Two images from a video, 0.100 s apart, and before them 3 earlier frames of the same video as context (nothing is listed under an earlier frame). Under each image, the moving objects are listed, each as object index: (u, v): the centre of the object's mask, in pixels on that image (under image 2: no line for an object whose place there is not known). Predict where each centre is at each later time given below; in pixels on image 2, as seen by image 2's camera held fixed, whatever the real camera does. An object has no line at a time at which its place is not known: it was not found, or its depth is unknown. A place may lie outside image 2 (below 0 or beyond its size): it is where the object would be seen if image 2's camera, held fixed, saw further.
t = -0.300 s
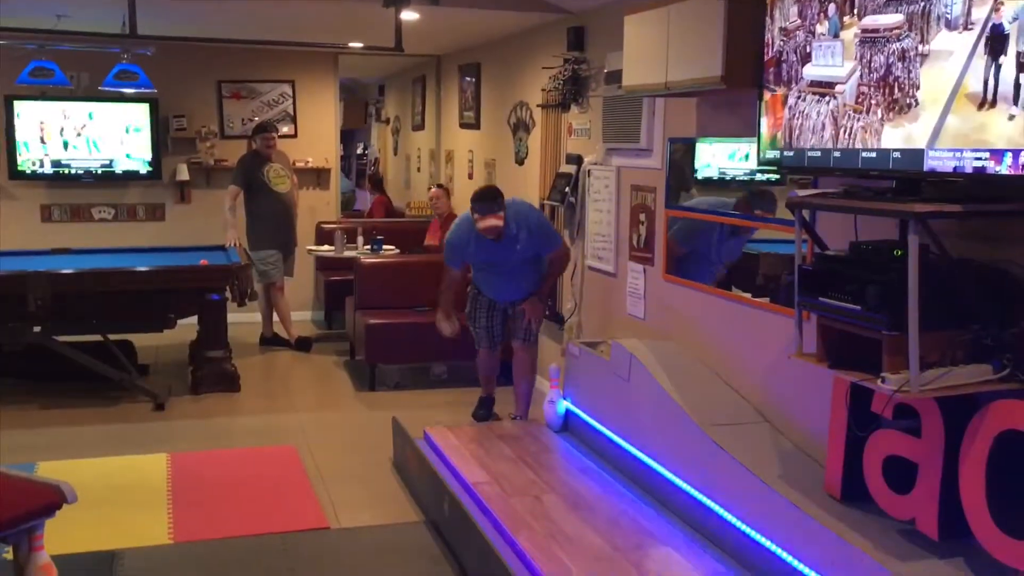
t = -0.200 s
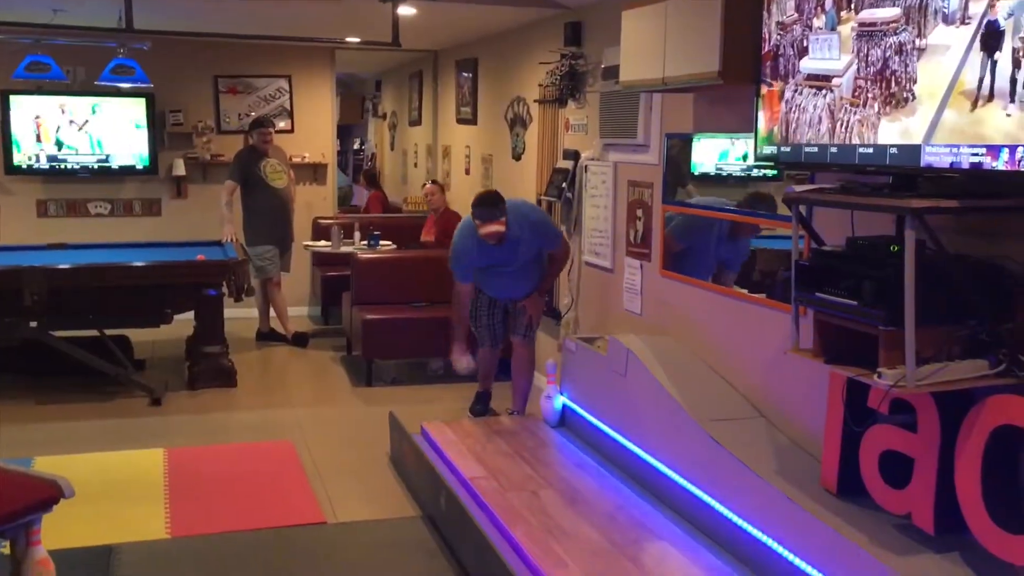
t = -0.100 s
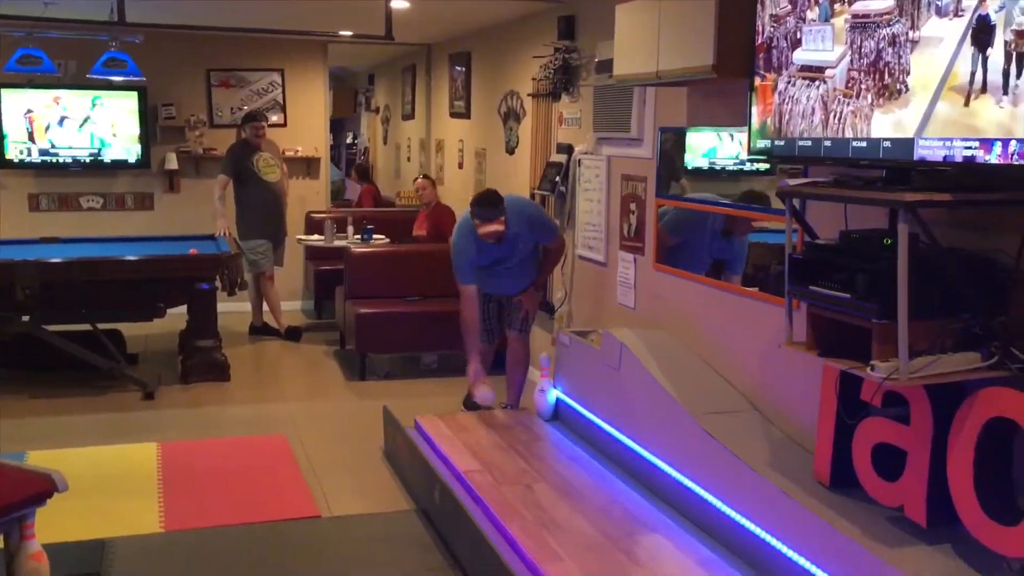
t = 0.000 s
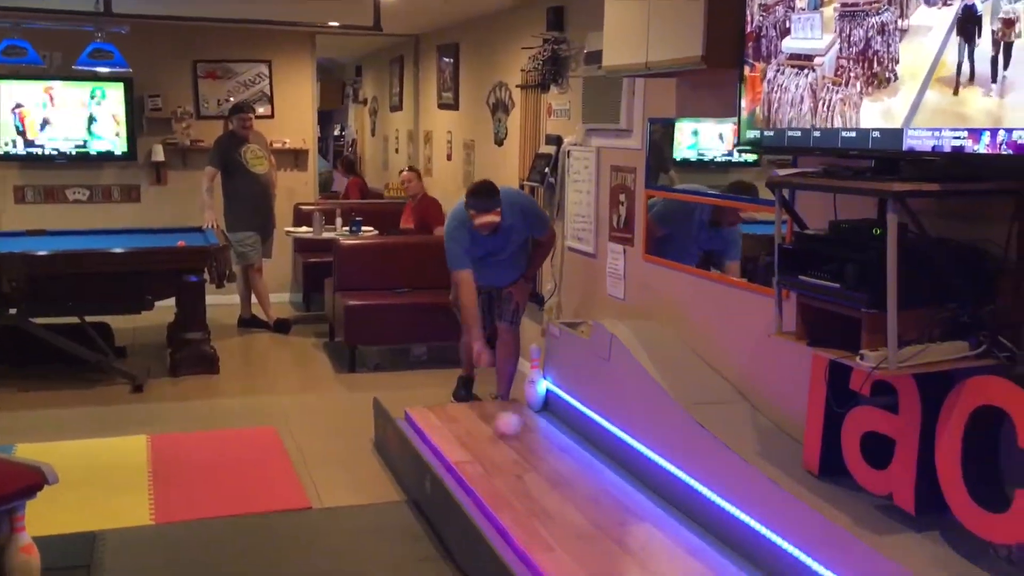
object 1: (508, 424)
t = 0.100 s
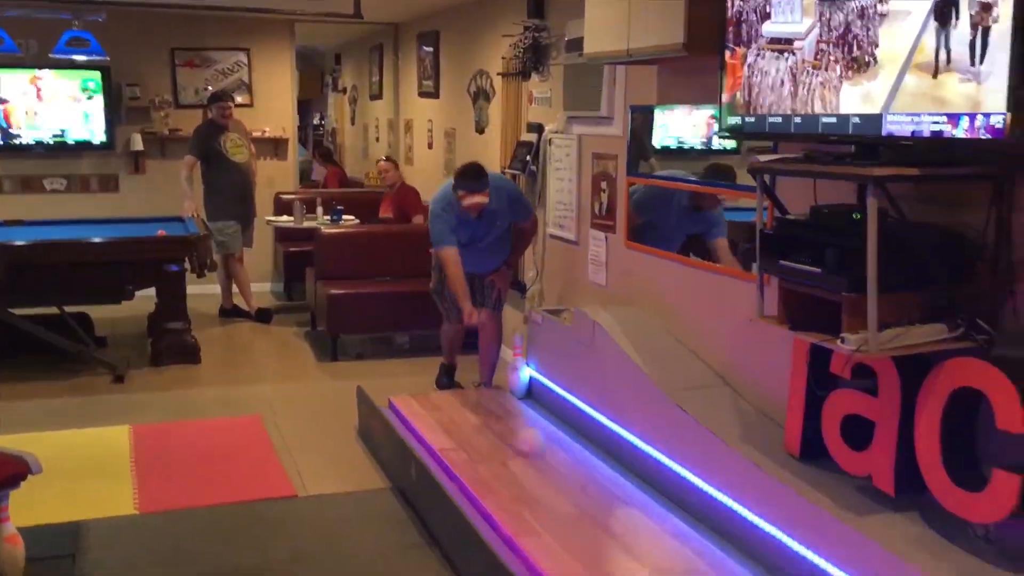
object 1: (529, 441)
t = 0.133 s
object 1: (546, 454)
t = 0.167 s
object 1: (562, 467)
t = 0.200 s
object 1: (579, 480)
